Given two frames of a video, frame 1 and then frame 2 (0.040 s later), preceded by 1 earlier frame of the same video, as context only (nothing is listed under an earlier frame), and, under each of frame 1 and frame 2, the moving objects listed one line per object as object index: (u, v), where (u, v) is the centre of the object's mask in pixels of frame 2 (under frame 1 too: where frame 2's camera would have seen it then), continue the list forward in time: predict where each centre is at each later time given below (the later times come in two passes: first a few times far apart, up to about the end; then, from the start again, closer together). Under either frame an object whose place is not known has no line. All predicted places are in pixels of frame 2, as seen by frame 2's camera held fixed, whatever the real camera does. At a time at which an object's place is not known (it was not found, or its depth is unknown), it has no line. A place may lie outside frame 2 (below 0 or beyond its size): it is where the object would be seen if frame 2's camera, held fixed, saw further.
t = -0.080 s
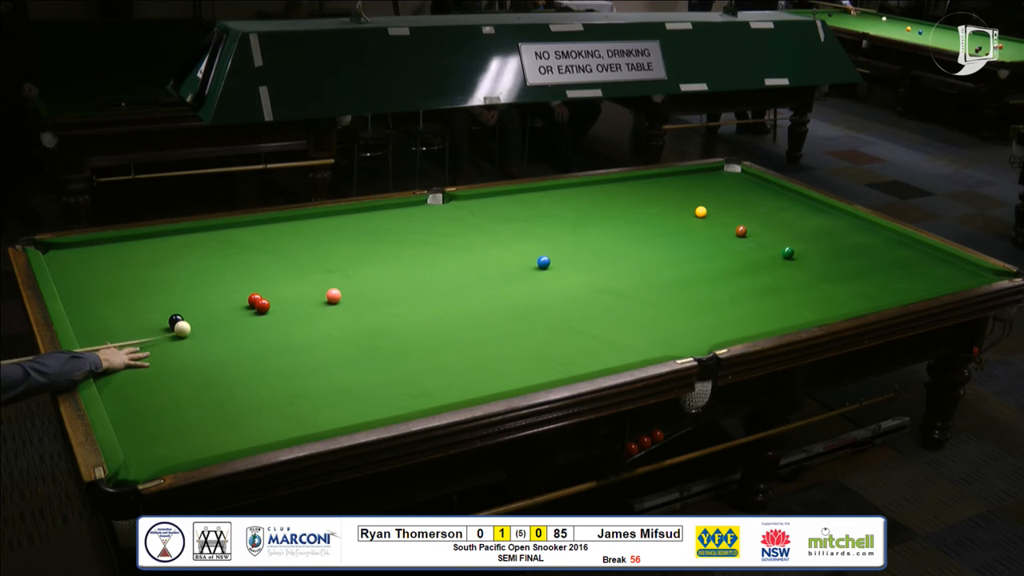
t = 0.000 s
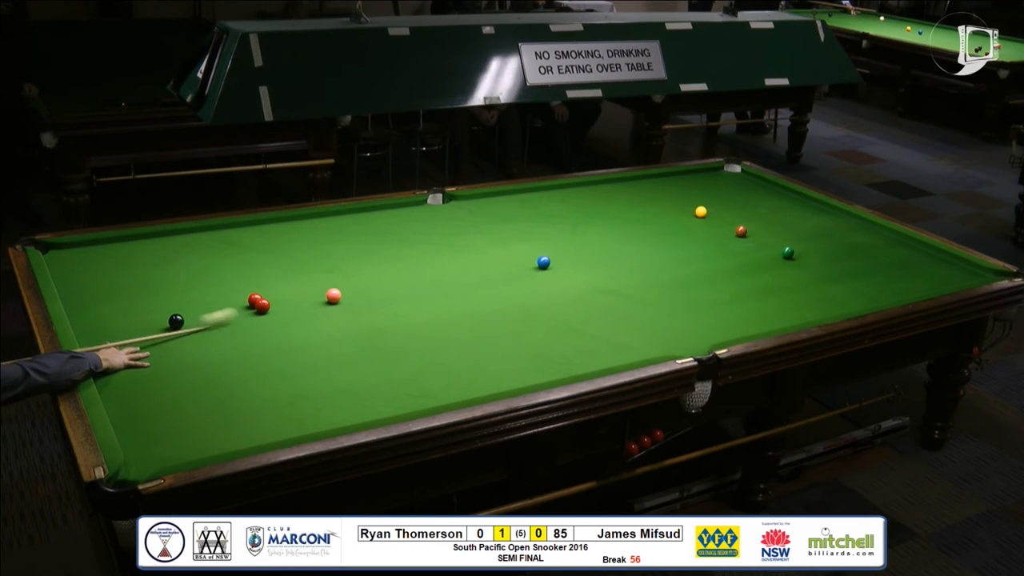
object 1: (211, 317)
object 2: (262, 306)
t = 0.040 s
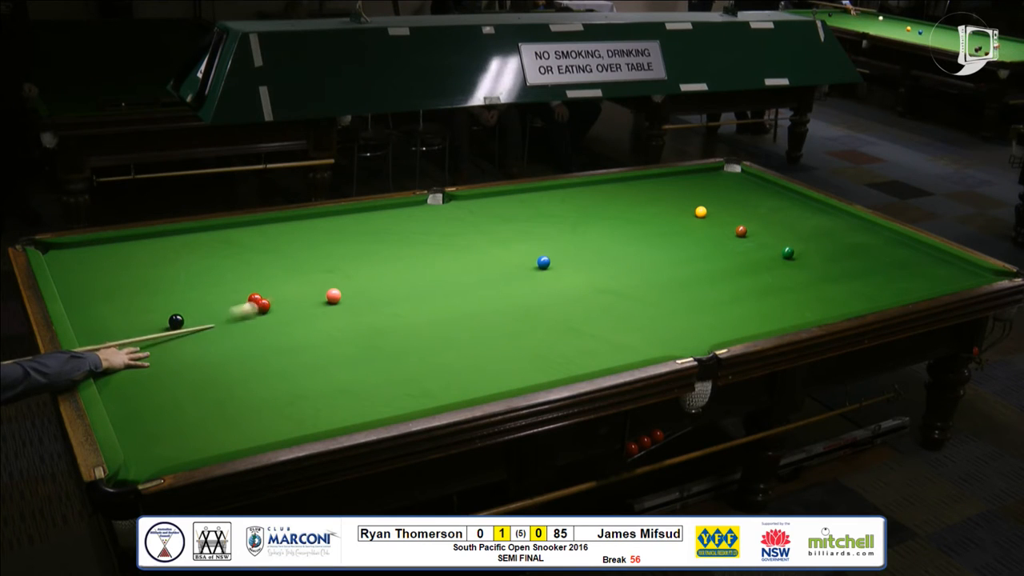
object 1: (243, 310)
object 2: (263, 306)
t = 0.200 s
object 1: (247, 312)
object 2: (347, 279)
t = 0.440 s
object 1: (218, 322)
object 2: (443, 250)
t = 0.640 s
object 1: (191, 332)
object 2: (507, 231)
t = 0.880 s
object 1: (160, 343)
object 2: (574, 211)
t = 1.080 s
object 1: (133, 353)
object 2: (623, 196)
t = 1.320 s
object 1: (101, 364)
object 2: (673, 180)
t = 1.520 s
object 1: (112, 367)
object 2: (711, 169)
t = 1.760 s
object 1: (134, 366)
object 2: (720, 169)
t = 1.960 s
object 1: (152, 366)
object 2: (714, 174)
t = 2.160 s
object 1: (168, 366)
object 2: (708, 180)
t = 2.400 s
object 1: (186, 366)
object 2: (700, 186)
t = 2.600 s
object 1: (199, 365)
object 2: (694, 192)
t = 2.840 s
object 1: (213, 365)
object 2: (686, 199)
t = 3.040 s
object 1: (223, 365)
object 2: (681, 204)
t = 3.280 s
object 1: (233, 365)
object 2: (672, 211)
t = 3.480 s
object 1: (240, 365)
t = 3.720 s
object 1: (247, 366)
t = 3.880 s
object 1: (251, 364)
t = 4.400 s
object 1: (254, 366)
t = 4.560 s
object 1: (255, 366)
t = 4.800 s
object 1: (255, 366)
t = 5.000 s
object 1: (255, 366)
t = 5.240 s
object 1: (255, 366)
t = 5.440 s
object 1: (255, 366)
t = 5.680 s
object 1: (255, 366)
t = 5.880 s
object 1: (255, 366)
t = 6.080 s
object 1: (255, 366)
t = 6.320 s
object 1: (255, 366)
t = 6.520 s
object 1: (255, 366)
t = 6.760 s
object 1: (255, 366)
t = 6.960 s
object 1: (255, 366)
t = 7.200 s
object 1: (255, 366)
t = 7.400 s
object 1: (255, 366)
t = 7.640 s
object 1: (255, 366)
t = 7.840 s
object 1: (255, 366)
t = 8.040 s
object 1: (255, 366)
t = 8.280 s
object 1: (255, 366)
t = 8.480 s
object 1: (255, 366)
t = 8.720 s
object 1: (255, 366)
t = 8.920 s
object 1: (255, 366)
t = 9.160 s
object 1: (255, 366)
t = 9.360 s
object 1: (255, 366)
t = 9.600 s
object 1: (255, 366)
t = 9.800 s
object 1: (255, 366)
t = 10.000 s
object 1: (255, 366)
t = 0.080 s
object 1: (251, 309)
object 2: (282, 299)
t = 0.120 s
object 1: (251, 310)
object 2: (305, 292)
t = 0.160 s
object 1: (249, 311)
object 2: (326, 285)
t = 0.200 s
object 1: (247, 312)
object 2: (347, 279)
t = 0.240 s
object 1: (244, 313)
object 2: (366, 274)
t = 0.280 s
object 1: (239, 315)
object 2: (383, 269)
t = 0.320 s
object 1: (234, 317)
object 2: (400, 264)
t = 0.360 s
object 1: (229, 319)
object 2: (415, 259)
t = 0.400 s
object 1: (223, 321)
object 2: (429, 255)
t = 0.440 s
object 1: (218, 322)
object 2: (443, 250)
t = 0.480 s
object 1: (213, 324)
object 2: (456, 246)
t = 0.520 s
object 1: (207, 326)
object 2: (469, 242)
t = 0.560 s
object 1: (202, 328)
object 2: (483, 238)
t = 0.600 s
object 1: (197, 330)
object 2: (495, 234)
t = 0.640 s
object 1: (191, 332)
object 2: (507, 231)
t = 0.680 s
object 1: (187, 334)
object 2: (519, 227)
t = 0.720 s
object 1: (181, 336)
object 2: (531, 223)
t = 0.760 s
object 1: (176, 338)
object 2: (542, 220)
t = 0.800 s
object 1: (170, 340)
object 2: (553, 217)
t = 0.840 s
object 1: (165, 342)
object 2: (563, 213)
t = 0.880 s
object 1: (160, 343)
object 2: (574, 211)
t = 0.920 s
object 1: (154, 346)
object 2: (585, 207)
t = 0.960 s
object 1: (149, 348)
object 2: (594, 204)
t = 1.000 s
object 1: (144, 349)
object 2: (604, 201)
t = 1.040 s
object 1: (138, 351)
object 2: (614, 198)
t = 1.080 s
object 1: (133, 353)
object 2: (623, 196)
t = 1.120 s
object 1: (128, 355)
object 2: (632, 193)
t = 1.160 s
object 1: (123, 357)
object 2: (640, 190)
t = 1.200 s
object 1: (117, 359)
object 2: (649, 188)
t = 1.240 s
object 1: (112, 361)
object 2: (658, 185)
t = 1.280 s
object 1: (106, 363)
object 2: (666, 183)
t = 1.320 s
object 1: (101, 364)
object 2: (673, 180)
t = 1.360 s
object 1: (97, 366)
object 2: (681, 178)
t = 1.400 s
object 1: (99, 367)
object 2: (689, 175)
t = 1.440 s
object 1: (103, 367)
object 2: (696, 173)
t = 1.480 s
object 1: (107, 367)
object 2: (703, 171)
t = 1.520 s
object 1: (112, 367)
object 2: (711, 169)
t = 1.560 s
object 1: (116, 366)
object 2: (719, 168)
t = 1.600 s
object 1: (120, 366)
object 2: (728, 168)
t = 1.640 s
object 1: (123, 366)
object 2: (736, 168)
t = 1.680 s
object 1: (127, 366)
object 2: (728, 168)
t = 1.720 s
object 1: (131, 366)
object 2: (722, 168)
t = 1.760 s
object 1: (134, 366)
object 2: (720, 169)
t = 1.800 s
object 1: (138, 366)
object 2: (719, 170)
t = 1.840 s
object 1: (142, 366)
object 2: (718, 171)
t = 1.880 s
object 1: (145, 366)
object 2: (717, 172)
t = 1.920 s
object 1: (149, 366)
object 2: (715, 173)
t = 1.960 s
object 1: (152, 366)
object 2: (714, 174)
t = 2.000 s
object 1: (155, 366)
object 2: (713, 175)
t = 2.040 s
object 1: (159, 366)
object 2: (712, 176)
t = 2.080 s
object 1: (162, 366)
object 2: (711, 177)
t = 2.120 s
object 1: (165, 366)
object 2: (709, 179)
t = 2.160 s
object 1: (168, 366)
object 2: (708, 180)
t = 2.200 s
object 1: (171, 366)
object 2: (707, 180)
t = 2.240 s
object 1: (175, 366)
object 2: (705, 182)
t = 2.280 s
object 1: (177, 366)
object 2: (704, 183)
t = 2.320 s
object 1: (180, 366)
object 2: (703, 184)
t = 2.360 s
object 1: (183, 366)
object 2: (702, 185)
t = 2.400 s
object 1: (186, 366)
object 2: (700, 186)
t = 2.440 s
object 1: (189, 366)
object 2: (699, 188)
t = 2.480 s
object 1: (191, 366)
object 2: (698, 189)
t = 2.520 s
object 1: (194, 365)
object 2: (697, 190)
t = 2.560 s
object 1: (196, 365)
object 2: (695, 190)
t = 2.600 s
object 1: (199, 365)
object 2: (694, 192)
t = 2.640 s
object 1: (202, 365)
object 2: (693, 193)
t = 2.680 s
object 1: (204, 365)
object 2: (691, 194)
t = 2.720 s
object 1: (206, 365)
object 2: (690, 195)
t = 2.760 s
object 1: (209, 365)
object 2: (689, 196)
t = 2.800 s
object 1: (211, 365)
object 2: (688, 197)
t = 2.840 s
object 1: (213, 365)
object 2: (686, 199)
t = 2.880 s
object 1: (215, 365)
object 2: (685, 200)
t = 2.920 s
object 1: (217, 365)
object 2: (684, 201)
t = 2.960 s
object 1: (219, 365)
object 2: (683, 202)
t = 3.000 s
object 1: (221, 365)
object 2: (682, 203)
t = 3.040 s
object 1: (223, 365)
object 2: (681, 204)
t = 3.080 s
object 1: (225, 365)
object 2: (679, 205)
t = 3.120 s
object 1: (227, 365)
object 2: (678, 206)
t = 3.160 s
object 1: (228, 365)
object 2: (676, 207)
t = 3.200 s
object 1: (230, 365)
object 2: (675, 209)
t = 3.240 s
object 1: (232, 365)
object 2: (674, 210)
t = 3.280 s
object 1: (233, 365)
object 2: (672, 211)
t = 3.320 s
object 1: (235, 365)
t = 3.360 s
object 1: (236, 365)
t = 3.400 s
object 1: (238, 365)
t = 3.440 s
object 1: (239, 365)
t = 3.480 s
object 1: (240, 365)
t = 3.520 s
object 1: (242, 365)
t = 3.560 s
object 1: (243, 365)
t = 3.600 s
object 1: (244, 365)
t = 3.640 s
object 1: (245, 366)
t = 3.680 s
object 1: (246, 366)
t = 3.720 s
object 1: (247, 366)
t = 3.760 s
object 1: (248, 366)
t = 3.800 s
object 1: (249, 366)
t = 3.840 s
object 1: (249, 366)
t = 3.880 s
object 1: (251, 364)
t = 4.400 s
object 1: (254, 366)
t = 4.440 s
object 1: (255, 366)
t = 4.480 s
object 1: (255, 366)
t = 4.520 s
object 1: (255, 366)
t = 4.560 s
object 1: (255, 366)
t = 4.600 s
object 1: (255, 366)
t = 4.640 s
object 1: (255, 366)
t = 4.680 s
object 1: (255, 366)
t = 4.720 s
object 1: (255, 366)
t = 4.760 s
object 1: (255, 366)
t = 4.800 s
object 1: (255, 366)
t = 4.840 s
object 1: (255, 366)
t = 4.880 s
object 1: (255, 366)
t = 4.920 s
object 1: (255, 366)
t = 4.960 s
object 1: (255, 366)
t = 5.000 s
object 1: (255, 366)
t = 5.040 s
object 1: (255, 366)
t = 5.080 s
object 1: (255, 366)
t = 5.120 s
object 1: (255, 366)
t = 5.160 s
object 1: (255, 366)
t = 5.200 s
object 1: (255, 366)
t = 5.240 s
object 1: (255, 366)
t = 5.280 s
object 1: (255, 366)
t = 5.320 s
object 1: (255, 366)
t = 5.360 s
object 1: (255, 366)
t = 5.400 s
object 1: (255, 366)
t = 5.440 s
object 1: (255, 366)
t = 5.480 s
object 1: (255, 366)
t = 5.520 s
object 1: (255, 366)
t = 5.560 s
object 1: (255, 366)
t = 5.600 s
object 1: (255, 366)
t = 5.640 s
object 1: (255, 366)
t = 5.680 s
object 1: (255, 366)
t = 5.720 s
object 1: (255, 366)
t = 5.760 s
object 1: (255, 366)
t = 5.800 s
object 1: (255, 366)
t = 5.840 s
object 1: (255, 366)
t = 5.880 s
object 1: (255, 366)
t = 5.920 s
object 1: (255, 366)
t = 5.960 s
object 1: (255, 366)
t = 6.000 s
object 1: (255, 366)
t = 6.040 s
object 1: (255, 366)
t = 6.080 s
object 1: (255, 366)
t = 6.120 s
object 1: (255, 366)
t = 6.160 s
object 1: (255, 366)
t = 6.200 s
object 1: (255, 366)
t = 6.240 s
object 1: (255, 366)
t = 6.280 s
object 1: (255, 366)
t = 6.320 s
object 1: (255, 366)
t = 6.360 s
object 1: (255, 366)
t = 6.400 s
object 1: (255, 366)
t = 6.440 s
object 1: (255, 366)
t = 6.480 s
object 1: (255, 366)
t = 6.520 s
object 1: (255, 366)
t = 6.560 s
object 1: (255, 366)
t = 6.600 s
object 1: (255, 366)
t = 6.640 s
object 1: (255, 366)
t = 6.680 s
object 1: (255, 366)
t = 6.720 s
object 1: (255, 366)
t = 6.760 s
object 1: (255, 366)
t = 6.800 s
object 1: (255, 366)
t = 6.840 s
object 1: (255, 366)
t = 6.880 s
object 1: (255, 366)
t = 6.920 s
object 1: (255, 366)
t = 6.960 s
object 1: (255, 366)
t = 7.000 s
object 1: (255, 366)
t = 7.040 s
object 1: (255, 366)
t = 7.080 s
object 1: (255, 366)
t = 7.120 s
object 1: (255, 366)
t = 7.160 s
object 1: (255, 366)
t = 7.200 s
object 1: (255, 366)
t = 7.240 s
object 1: (255, 366)
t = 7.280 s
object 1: (255, 366)
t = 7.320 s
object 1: (255, 366)
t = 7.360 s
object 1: (255, 366)
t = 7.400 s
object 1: (255, 366)
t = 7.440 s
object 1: (255, 366)
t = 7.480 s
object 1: (255, 366)
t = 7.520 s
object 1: (255, 366)
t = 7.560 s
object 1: (255, 366)
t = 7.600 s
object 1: (255, 366)
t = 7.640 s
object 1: (255, 366)
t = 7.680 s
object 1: (255, 366)
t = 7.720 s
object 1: (255, 366)
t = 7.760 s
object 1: (255, 366)
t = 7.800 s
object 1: (255, 366)
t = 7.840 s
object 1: (255, 366)
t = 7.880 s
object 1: (255, 366)
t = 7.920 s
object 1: (255, 366)
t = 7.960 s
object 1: (255, 366)
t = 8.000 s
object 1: (255, 366)
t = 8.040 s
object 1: (255, 366)
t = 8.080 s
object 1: (255, 366)
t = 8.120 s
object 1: (255, 366)
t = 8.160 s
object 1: (255, 366)
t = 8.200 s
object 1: (255, 366)
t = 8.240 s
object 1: (255, 366)
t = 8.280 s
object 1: (255, 366)
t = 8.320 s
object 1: (255, 366)
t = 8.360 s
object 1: (255, 366)
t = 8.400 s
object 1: (255, 366)
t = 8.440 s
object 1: (255, 366)
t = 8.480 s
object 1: (255, 366)
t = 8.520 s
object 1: (255, 366)
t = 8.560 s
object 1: (255, 366)
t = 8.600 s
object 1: (255, 366)
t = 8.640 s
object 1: (255, 366)
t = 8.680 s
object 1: (255, 366)
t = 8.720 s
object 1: (255, 366)
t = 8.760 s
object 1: (255, 366)
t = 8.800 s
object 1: (255, 366)
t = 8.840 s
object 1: (255, 366)
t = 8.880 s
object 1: (255, 366)
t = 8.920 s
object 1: (255, 366)
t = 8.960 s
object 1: (255, 366)
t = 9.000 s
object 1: (255, 366)
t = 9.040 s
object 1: (255, 366)
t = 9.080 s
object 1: (255, 366)
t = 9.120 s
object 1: (255, 366)
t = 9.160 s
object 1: (255, 366)
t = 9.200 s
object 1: (255, 366)
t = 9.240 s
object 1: (255, 366)
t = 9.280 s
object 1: (255, 366)
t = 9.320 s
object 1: (255, 366)
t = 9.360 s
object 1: (255, 366)
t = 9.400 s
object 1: (255, 366)
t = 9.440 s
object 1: (255, 366)
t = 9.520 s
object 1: (255, 366)
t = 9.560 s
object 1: (255, 366)
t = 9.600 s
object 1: (255, 366)
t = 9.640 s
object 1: (255, 366)
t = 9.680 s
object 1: (255, 366)
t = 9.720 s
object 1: (255, 366)
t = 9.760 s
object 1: (255, 366)
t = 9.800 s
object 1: (255, 366)
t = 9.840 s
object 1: (255, 366)
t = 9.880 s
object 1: (255, 366)
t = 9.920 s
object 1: (255, 366)
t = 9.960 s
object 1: (255, 366)
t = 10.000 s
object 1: (255, 366)
